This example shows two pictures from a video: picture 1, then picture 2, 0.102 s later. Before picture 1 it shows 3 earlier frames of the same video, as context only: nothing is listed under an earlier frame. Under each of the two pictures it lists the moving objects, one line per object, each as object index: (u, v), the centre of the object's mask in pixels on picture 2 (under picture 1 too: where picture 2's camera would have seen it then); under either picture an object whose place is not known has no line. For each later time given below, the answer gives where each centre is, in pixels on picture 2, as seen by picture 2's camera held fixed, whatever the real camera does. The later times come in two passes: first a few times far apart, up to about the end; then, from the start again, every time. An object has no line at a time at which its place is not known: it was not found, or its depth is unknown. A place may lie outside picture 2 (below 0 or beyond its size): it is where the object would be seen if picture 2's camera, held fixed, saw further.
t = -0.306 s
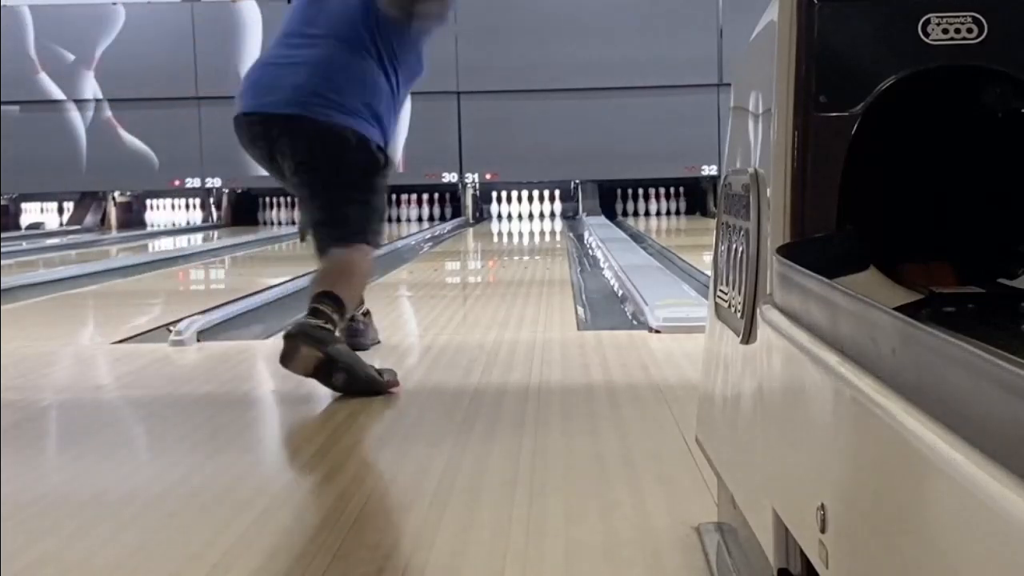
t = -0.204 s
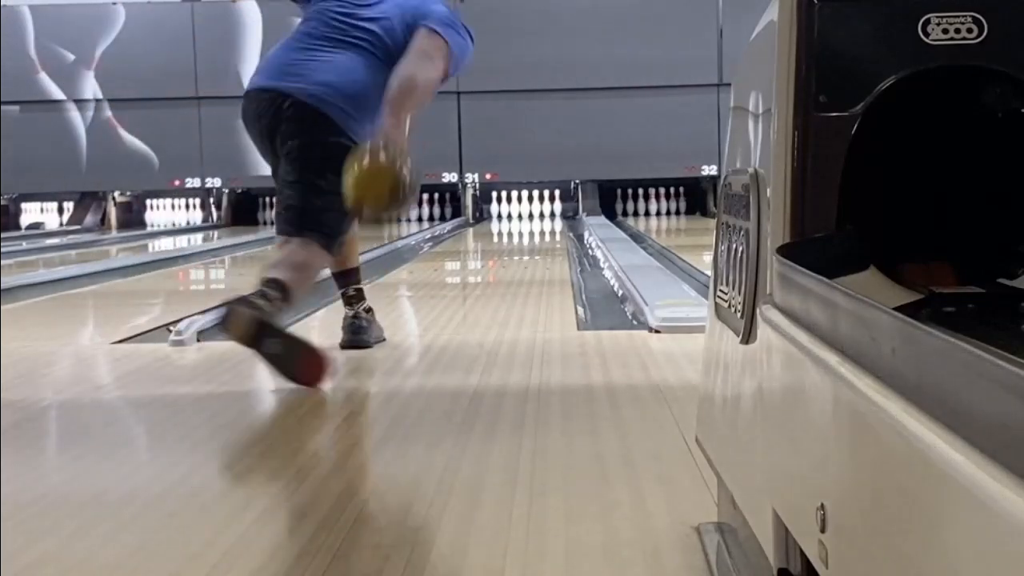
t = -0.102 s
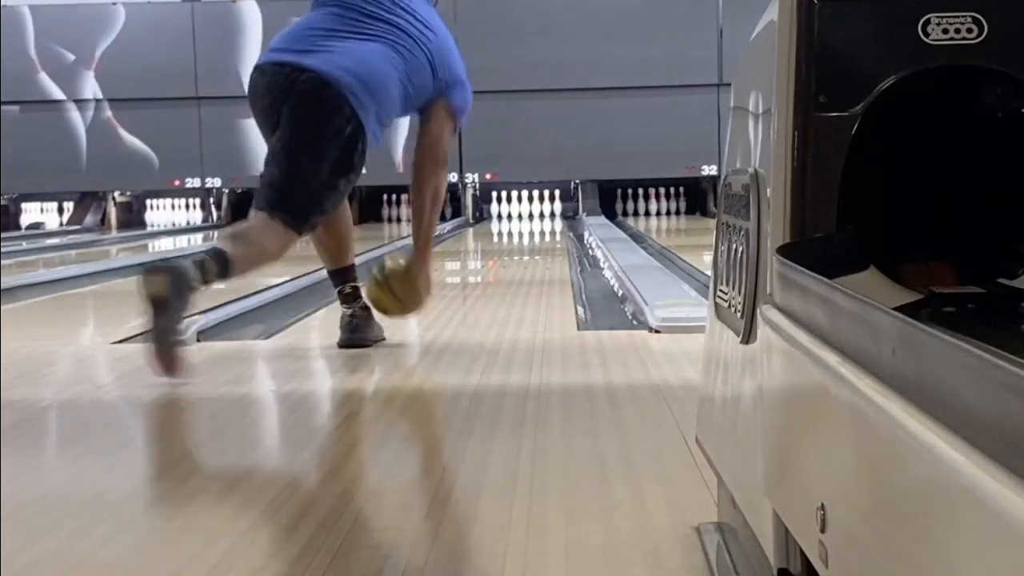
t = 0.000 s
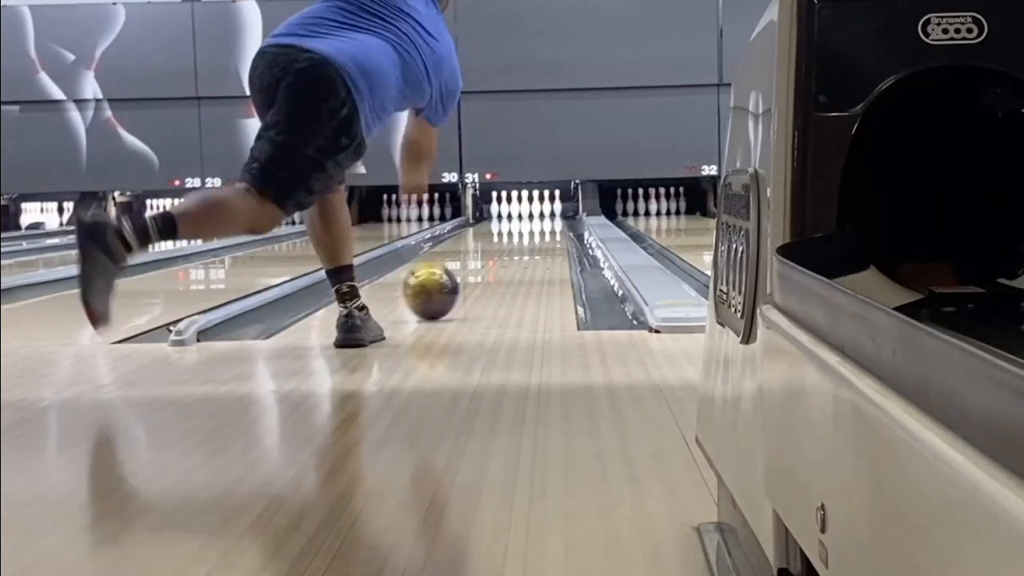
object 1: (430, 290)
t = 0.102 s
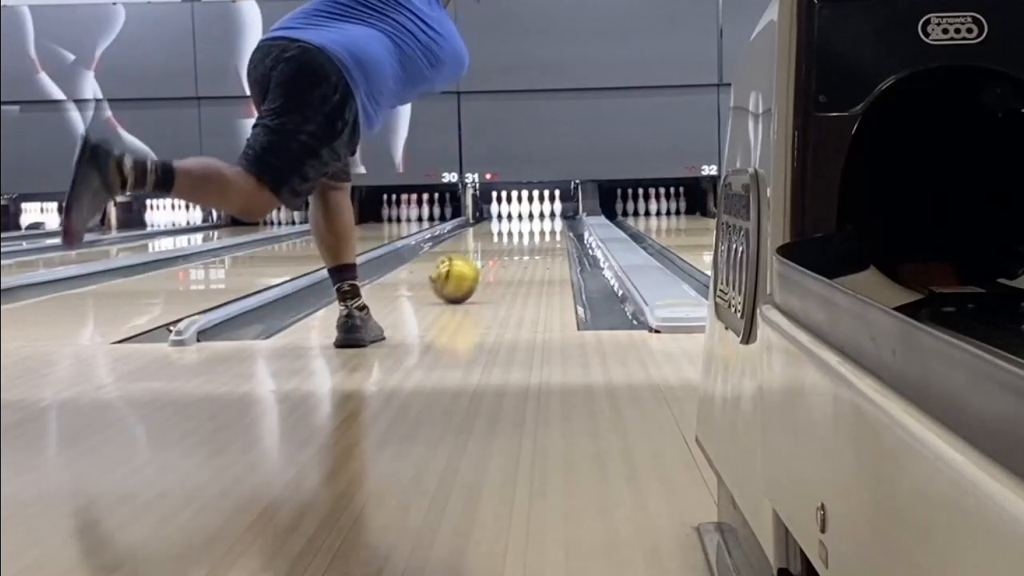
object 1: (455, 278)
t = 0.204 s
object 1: (472, 268)
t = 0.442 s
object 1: (503, 251)
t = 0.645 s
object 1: (519, 241)
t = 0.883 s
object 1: (532, 231)
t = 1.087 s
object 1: (539, 226)
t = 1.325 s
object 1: (544, 220)
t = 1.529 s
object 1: (547, 216)
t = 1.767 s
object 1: (545, 214)
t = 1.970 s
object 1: (539, 212)
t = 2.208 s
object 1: (532, 210)
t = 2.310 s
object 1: (534, 205)
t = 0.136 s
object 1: (460, 274)
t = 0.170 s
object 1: (467, 271)
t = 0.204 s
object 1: (472, 268)
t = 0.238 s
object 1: (478, 264)
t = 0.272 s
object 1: (482, 262)
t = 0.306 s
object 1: (487, 259)
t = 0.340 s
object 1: (491, 258)
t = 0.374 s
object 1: (495, 255)
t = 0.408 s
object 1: (499, 253)
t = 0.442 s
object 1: (503, 251)
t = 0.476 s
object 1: (506, 249)
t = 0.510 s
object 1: (508, 247)
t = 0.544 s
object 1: (511, 245)
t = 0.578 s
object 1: (513, 243)
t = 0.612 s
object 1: (517, 242)
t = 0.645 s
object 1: (519, 241)
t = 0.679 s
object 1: (521, 239)
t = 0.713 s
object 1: (523, 238)
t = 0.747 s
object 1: (524, 236)
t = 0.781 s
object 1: (526, 235)
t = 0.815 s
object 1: (528, 234)
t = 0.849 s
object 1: (530, 233)
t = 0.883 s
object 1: (532, 231)
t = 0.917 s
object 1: (532, 230)
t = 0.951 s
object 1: (533, 230)
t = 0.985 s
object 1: (535, 229)
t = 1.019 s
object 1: (536, 227)
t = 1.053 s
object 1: (538, 227)
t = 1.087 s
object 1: (539, 226)
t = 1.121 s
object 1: (540, 225)
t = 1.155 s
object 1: (541, 224)
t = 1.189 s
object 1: (542, 223)
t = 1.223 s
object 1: (542, 222)
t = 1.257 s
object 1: (543, 222)
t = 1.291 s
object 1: (544, 221)
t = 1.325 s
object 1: (544, 220)
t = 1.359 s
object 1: (545, 220)
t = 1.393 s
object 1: (546, 219)
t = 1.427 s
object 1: (546, 219)
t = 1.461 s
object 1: (546, 218)
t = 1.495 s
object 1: (547, 218)
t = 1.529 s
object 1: (547, 216)
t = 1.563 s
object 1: (546, 216)
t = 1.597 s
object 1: (547, 216)
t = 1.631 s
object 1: (547, 215)
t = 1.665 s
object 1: (546, 215)
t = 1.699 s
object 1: (545, 214)
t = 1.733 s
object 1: (546, 214)
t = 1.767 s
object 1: (545, 214)
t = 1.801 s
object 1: (544, 213)
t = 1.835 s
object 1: (543, 213)
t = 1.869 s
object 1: (543, 212)
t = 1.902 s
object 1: (541, 212)
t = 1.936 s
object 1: (540, 212)
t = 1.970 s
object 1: (539, 212)
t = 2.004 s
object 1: (537, 211)
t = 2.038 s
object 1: (536, 212)
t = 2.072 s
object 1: (535, 211)
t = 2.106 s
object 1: (533, 211)
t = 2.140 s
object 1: (533, 211)
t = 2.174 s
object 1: (533, 210)
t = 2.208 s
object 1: (532, 210)
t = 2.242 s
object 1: (532, 210)
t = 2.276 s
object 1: (533, 209)
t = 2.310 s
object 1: (534, 205)
